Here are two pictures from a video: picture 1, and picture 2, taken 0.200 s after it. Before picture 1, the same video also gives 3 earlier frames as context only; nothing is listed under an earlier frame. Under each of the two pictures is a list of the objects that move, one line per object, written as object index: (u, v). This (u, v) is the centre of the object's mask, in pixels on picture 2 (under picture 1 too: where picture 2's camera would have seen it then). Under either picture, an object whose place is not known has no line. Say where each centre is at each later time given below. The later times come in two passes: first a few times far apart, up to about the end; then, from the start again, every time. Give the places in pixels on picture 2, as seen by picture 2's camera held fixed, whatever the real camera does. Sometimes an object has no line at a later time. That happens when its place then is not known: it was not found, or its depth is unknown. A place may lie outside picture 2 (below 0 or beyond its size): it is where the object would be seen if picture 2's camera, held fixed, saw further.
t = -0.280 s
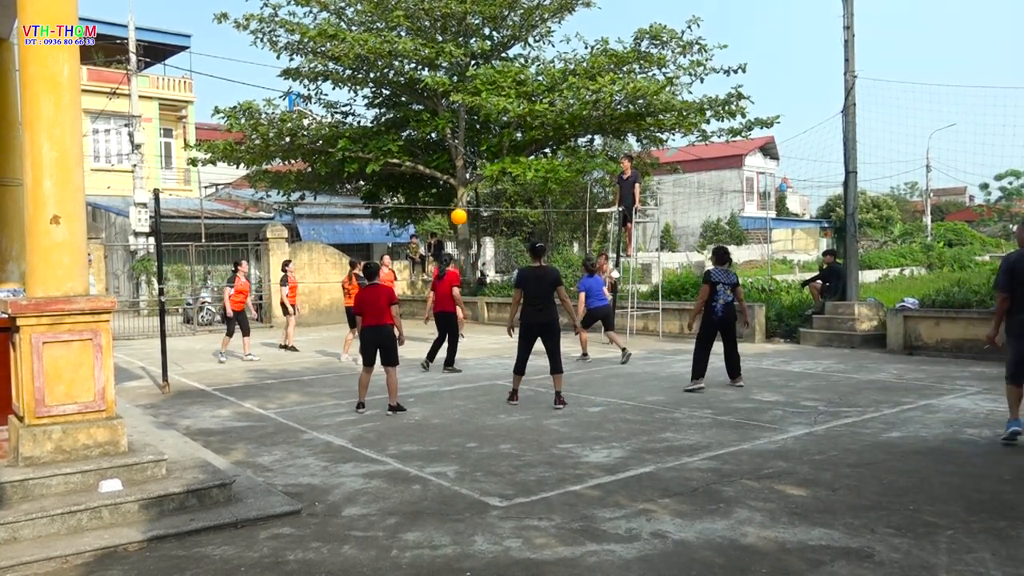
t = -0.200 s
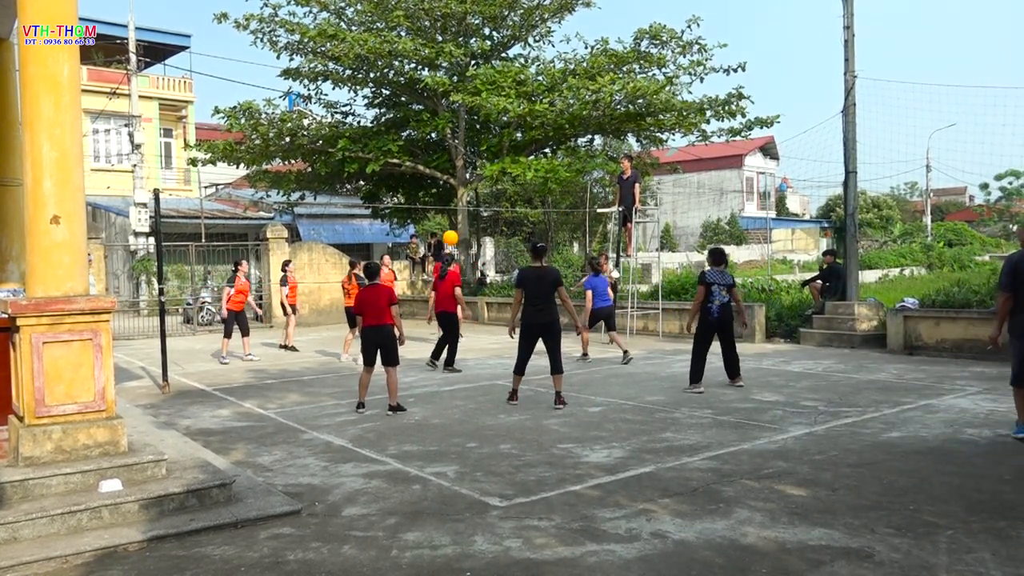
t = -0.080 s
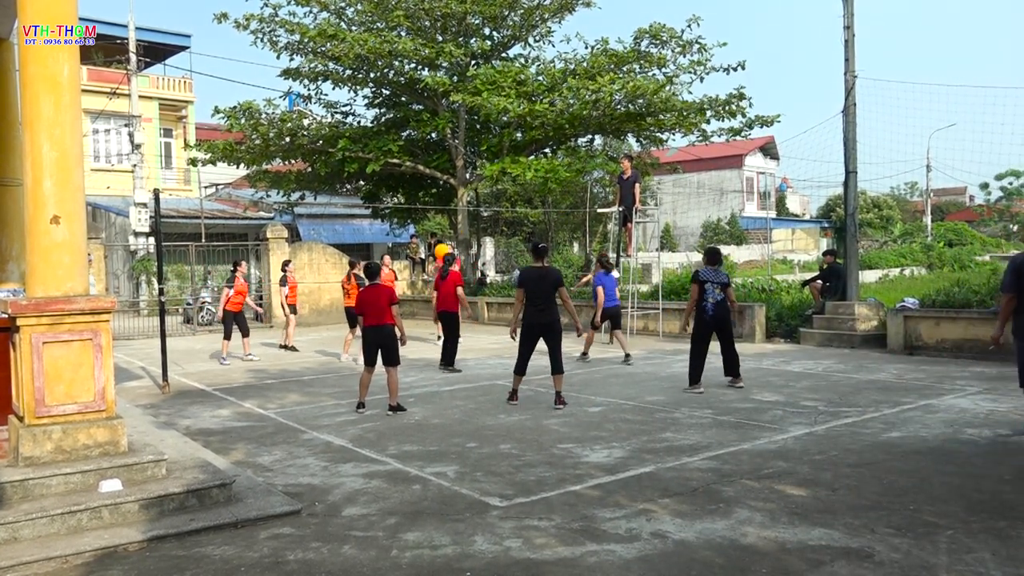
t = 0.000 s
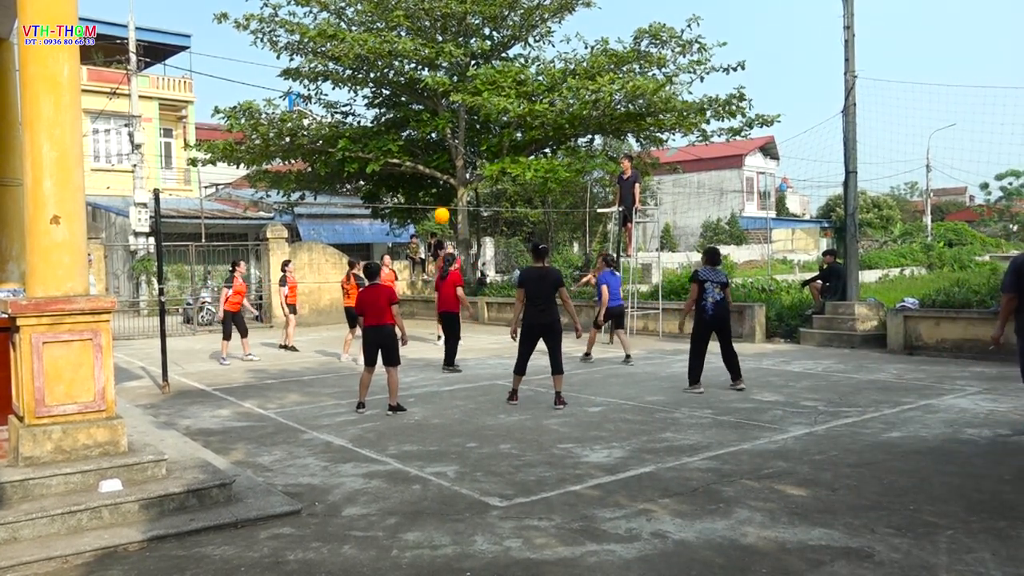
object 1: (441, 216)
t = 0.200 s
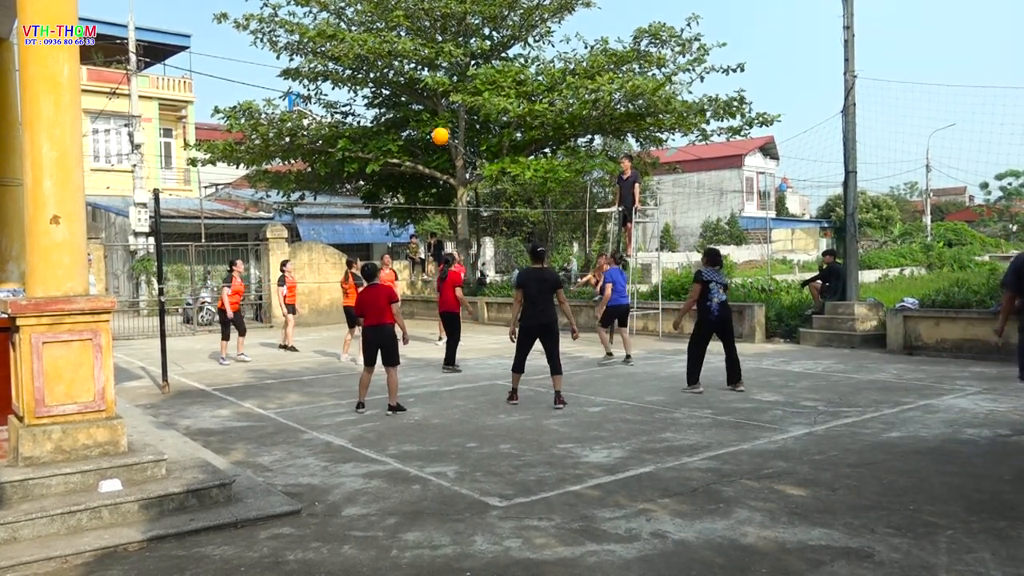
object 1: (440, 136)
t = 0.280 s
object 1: (440, 109)
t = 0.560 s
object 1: (438, 39)
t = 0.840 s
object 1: (435, 19)
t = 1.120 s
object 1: (432, 67)
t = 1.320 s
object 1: (430, 152)
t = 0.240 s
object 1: (440, 122)
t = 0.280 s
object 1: (440, 109)
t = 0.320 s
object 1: (440, 97)
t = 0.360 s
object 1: (439, 85)
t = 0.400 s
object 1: (439, 74)
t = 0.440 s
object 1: (439, 64)
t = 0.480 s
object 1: (438, 55)
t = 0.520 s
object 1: (438, 47)
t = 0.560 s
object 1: (438, 39)
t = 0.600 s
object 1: (437, 33)
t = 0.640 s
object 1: (437, 27)
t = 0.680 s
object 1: (436, 23)
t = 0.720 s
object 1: (436, 20)
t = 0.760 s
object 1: (435, 19)
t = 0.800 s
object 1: (435, 18)
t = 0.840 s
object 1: (435, 19)
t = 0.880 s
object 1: (434, 21)
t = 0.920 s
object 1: (434, 25)
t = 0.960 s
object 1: (434, 30)
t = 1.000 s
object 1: (433, 37)
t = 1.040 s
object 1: (433, 45)
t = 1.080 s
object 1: (433, 55)
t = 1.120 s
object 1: (432, 67)
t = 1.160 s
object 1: (432, 80)
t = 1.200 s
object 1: (432, 96)
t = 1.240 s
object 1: (431, 112)
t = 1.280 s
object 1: (431, 131)
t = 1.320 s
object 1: (430, 152)
